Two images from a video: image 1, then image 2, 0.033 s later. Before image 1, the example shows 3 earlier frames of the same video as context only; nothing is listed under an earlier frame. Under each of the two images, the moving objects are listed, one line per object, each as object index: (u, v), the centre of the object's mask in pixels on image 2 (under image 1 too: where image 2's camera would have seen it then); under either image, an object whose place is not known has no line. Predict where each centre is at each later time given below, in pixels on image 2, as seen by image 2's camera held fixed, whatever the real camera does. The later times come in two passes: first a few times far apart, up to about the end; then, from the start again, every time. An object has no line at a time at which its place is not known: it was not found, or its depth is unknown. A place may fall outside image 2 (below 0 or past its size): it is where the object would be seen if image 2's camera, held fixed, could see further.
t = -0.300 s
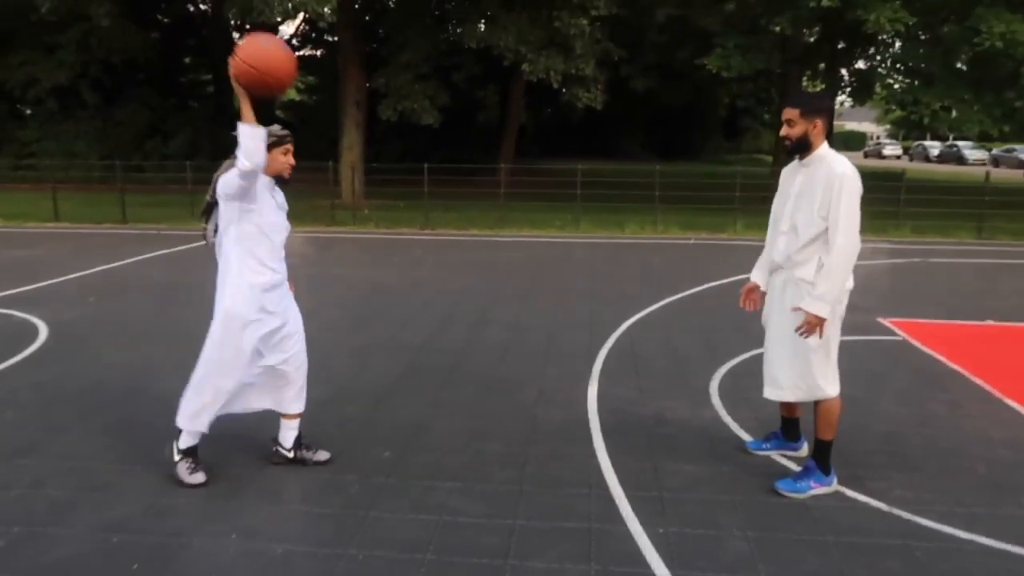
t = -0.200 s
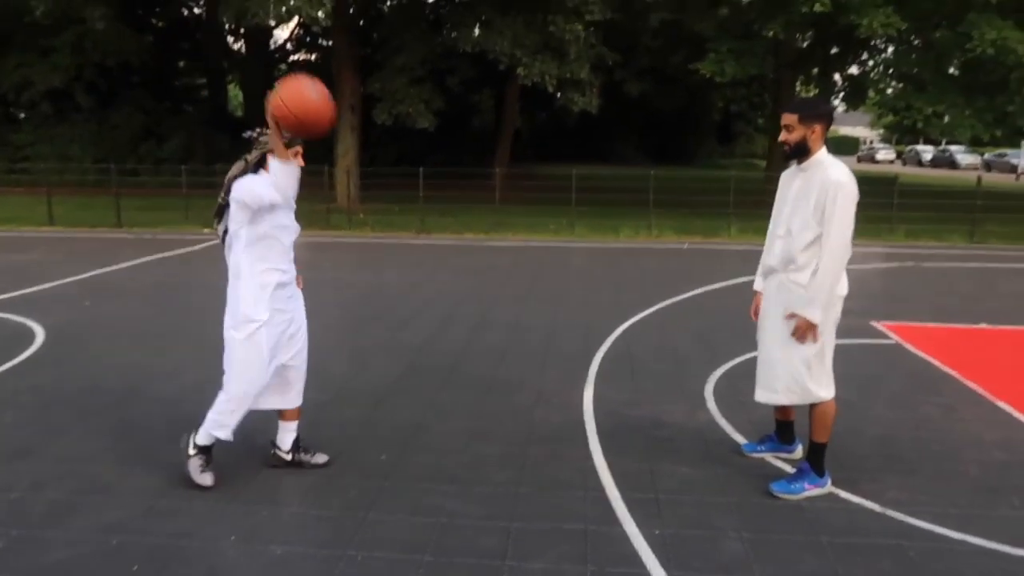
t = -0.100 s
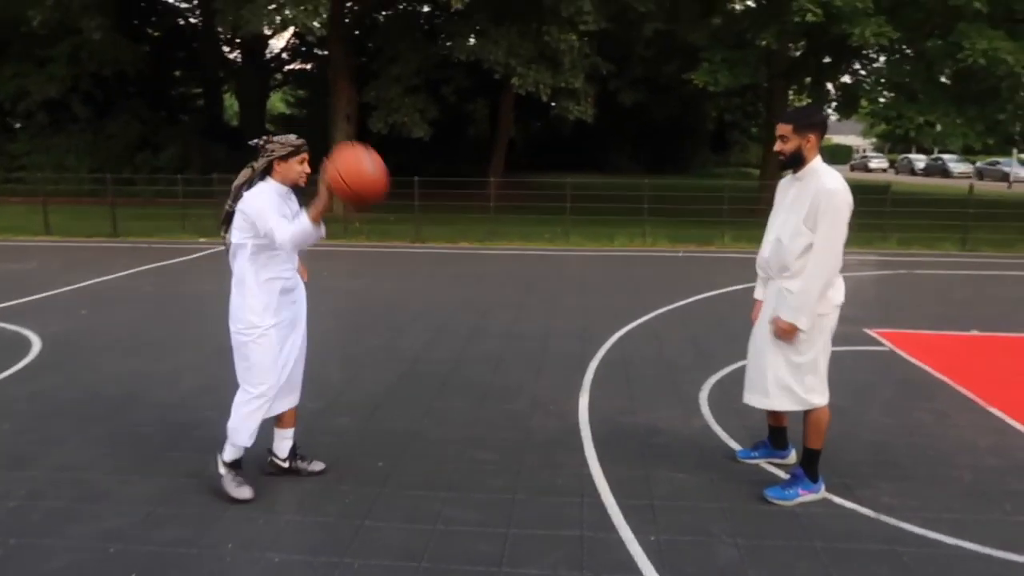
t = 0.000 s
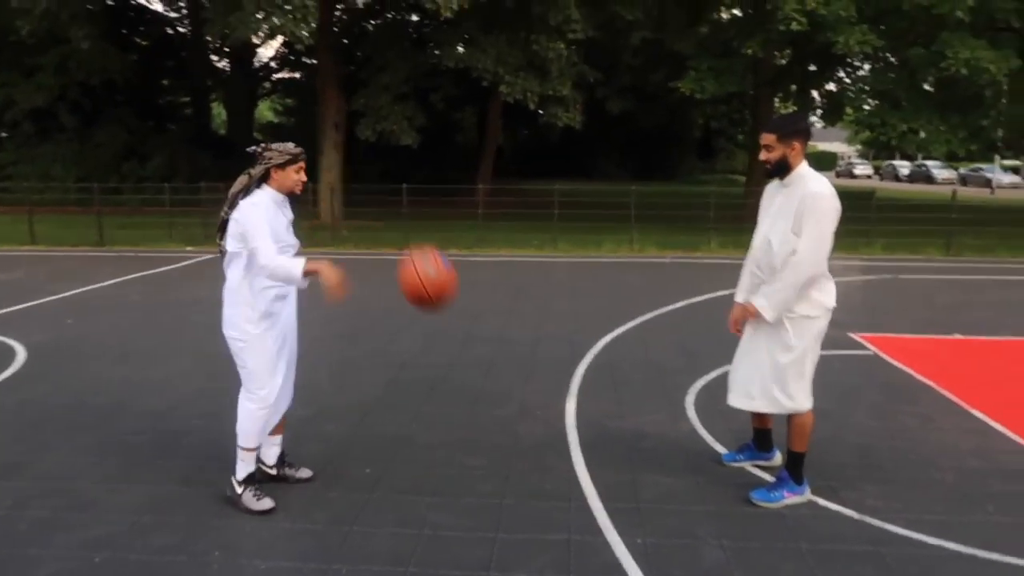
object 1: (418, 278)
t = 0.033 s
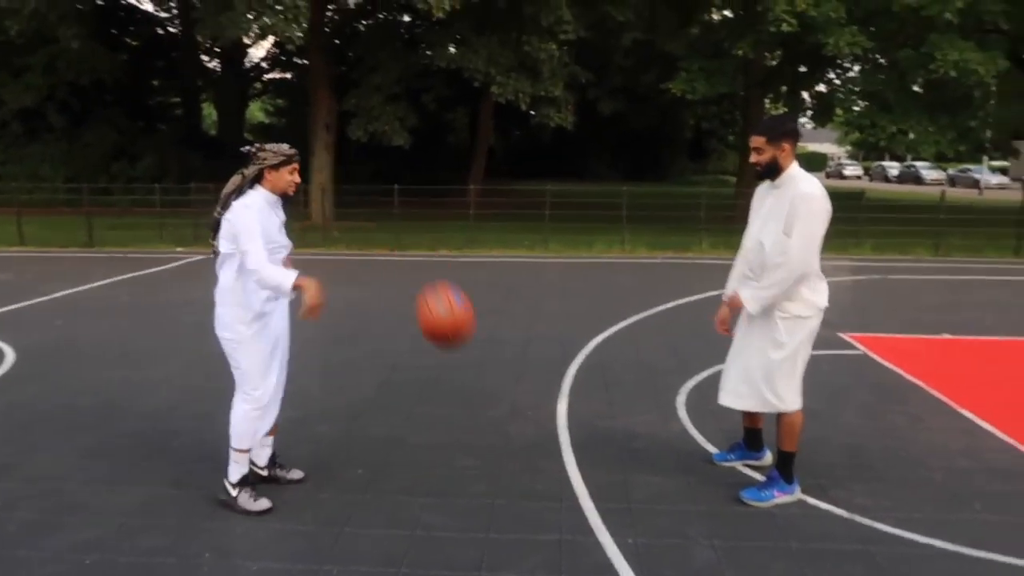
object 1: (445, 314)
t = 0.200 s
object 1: (554, 462)
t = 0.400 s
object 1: (619, 316)
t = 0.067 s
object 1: (471, 353)
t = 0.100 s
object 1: (496, 392)
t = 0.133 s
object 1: (519, 433)
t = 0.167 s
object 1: (541, 477)
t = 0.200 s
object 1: (554, 462)
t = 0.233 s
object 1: (565, 431)
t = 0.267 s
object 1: (577, 404)
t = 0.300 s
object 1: (586, 379)
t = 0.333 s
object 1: (597, 356)
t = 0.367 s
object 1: (608, 334)
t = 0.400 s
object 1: (619, 316)
